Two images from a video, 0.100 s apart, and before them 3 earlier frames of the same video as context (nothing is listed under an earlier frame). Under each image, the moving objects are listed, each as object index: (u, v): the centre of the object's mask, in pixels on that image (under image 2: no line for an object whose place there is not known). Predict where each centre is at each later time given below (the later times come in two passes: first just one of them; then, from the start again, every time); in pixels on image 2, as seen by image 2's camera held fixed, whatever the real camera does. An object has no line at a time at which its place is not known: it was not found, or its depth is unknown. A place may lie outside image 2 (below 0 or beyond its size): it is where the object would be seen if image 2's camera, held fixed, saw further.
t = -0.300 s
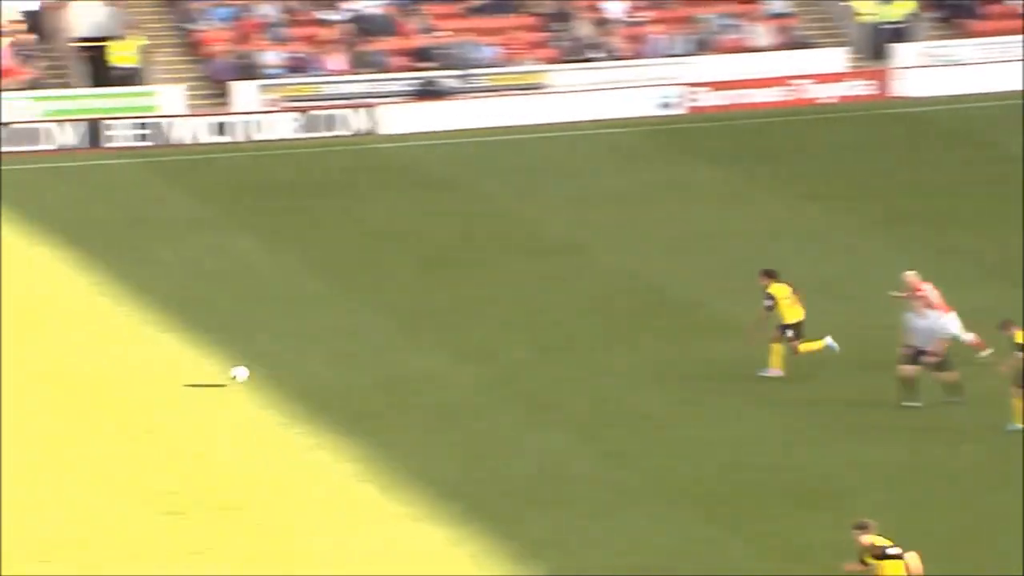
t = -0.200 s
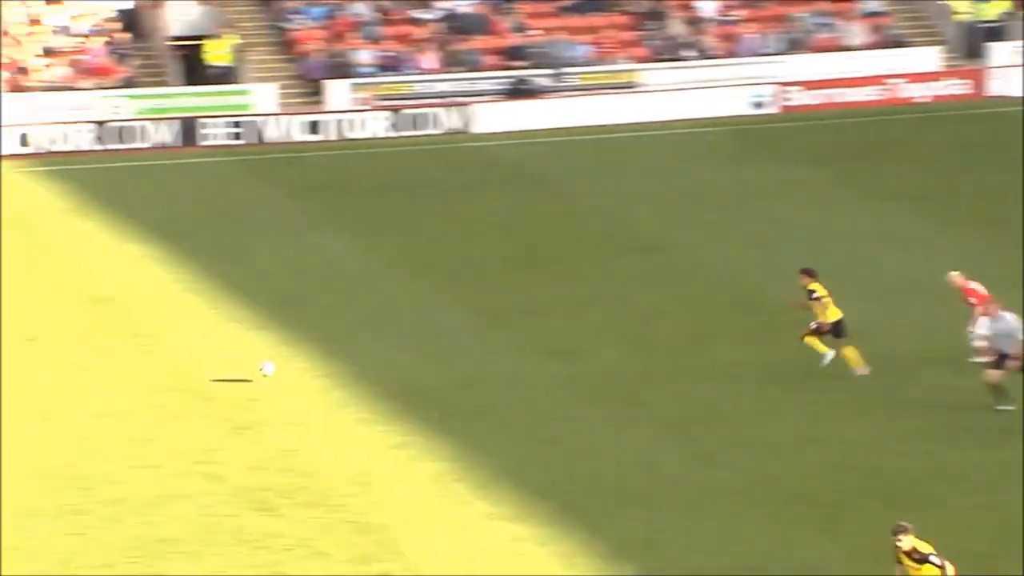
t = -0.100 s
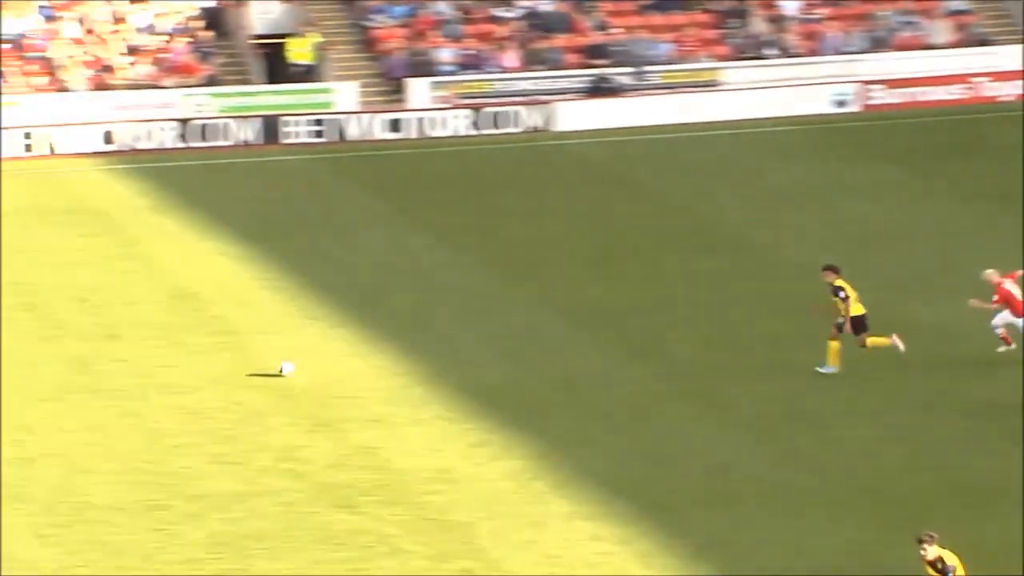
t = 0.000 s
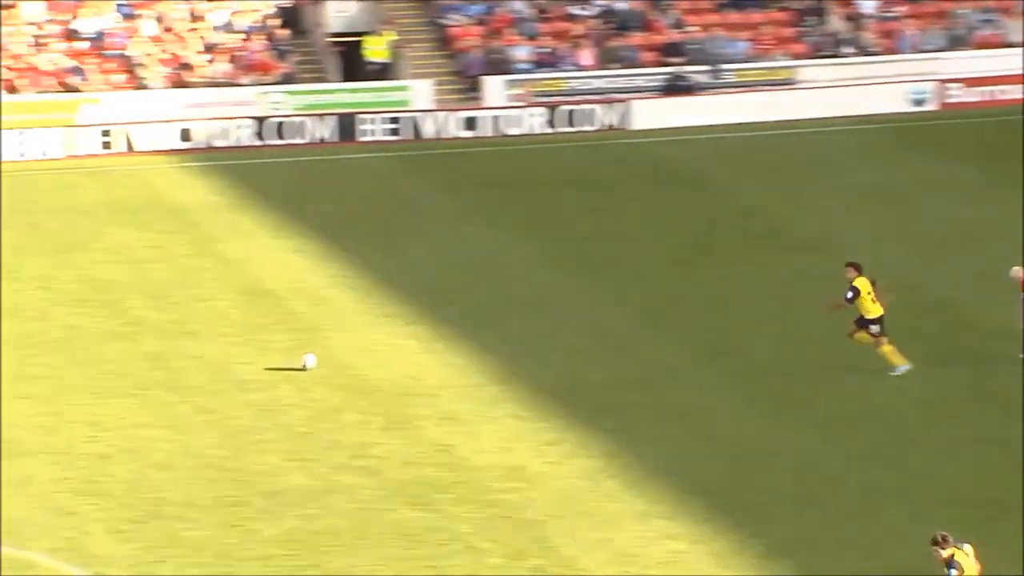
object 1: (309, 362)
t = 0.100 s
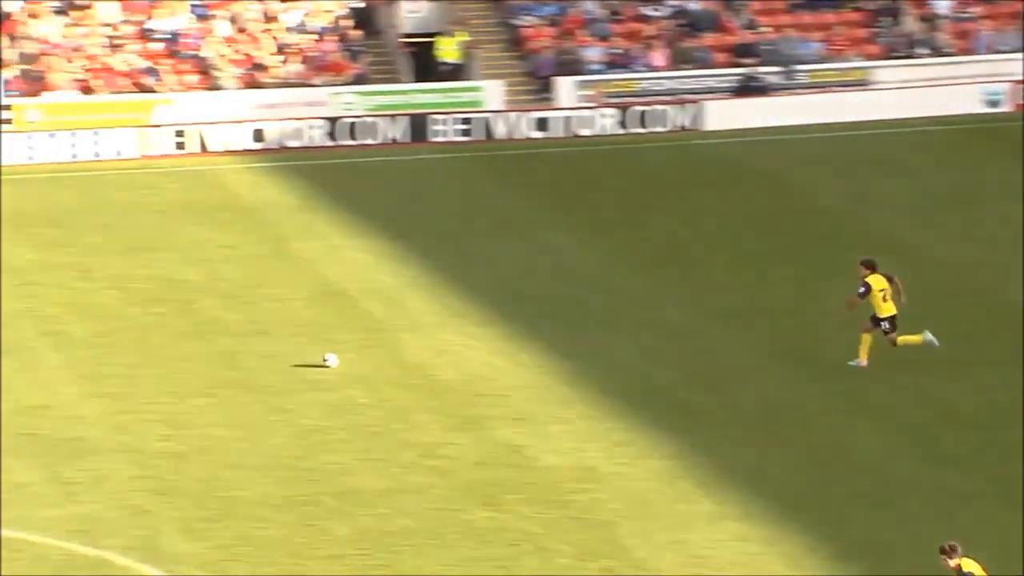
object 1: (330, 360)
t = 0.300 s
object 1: (248, 354)
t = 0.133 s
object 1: (312, 358)
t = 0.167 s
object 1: (296, 356)
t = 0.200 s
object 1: (288, 356)
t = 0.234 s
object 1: (272, 354)
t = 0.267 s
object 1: (256, 354)
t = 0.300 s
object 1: (248, 354)
